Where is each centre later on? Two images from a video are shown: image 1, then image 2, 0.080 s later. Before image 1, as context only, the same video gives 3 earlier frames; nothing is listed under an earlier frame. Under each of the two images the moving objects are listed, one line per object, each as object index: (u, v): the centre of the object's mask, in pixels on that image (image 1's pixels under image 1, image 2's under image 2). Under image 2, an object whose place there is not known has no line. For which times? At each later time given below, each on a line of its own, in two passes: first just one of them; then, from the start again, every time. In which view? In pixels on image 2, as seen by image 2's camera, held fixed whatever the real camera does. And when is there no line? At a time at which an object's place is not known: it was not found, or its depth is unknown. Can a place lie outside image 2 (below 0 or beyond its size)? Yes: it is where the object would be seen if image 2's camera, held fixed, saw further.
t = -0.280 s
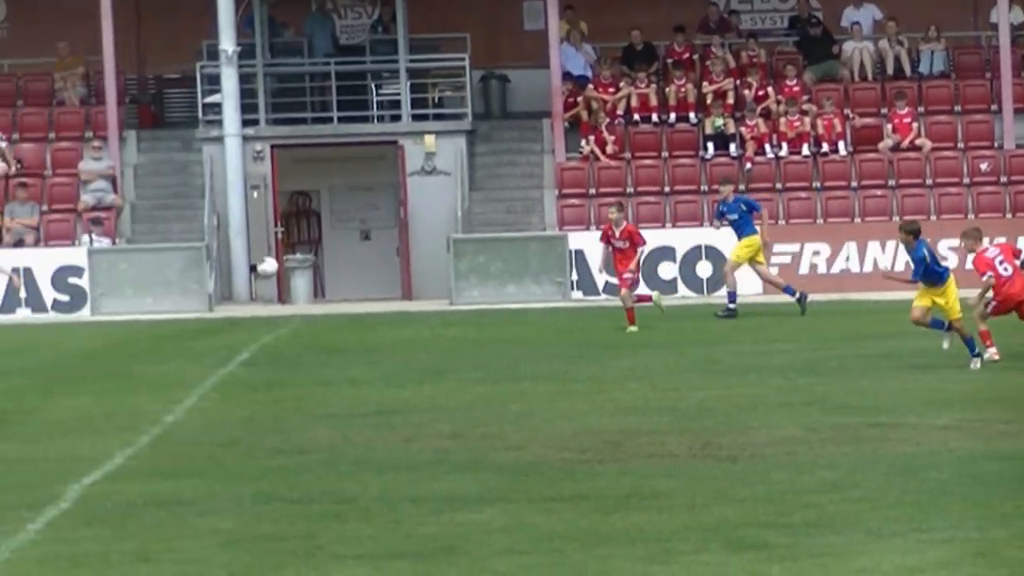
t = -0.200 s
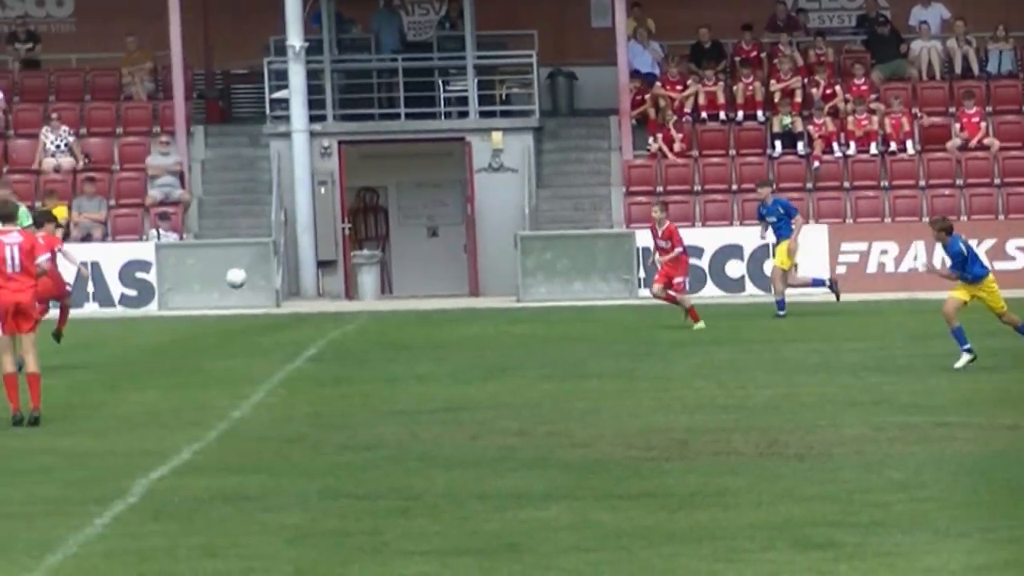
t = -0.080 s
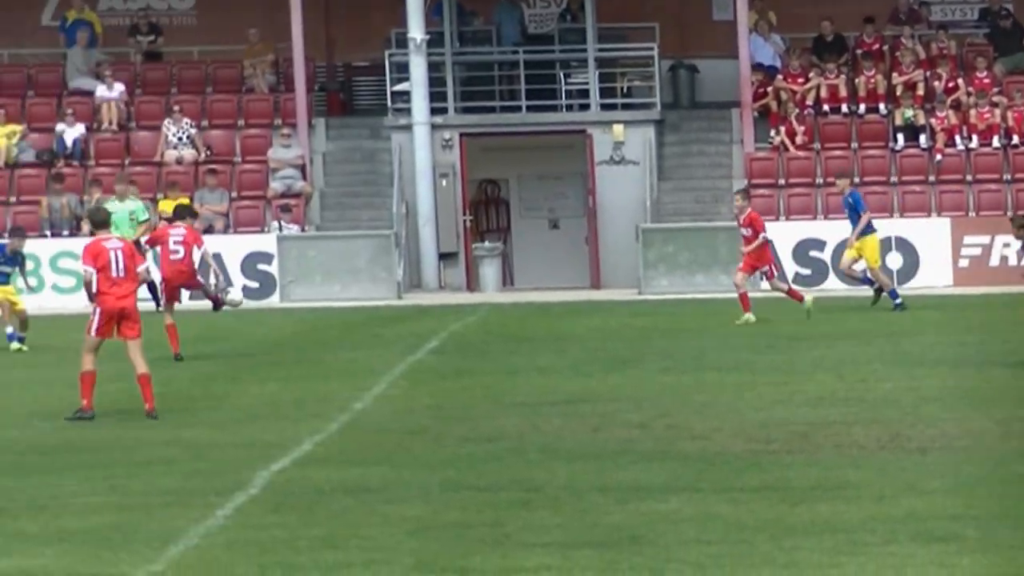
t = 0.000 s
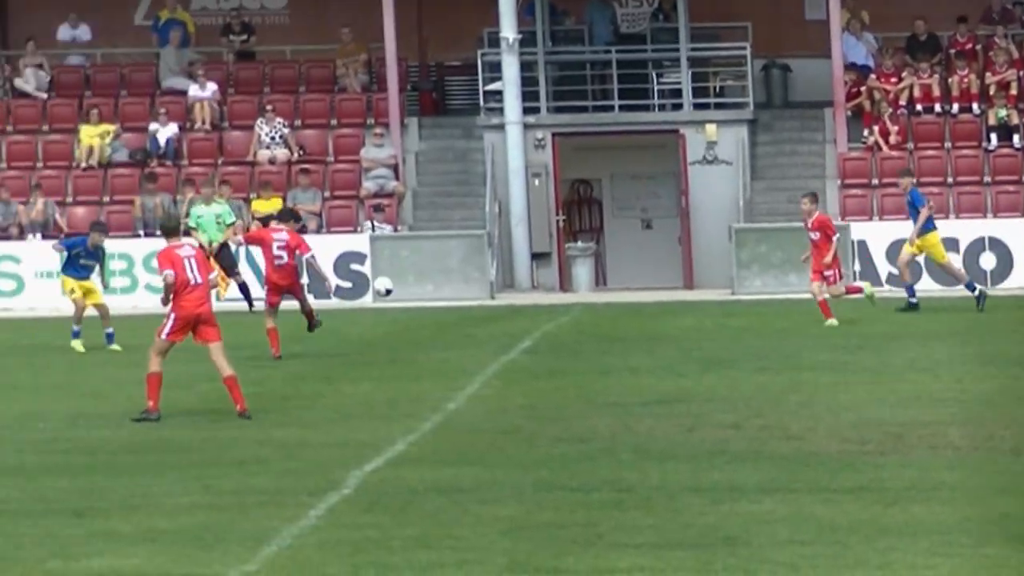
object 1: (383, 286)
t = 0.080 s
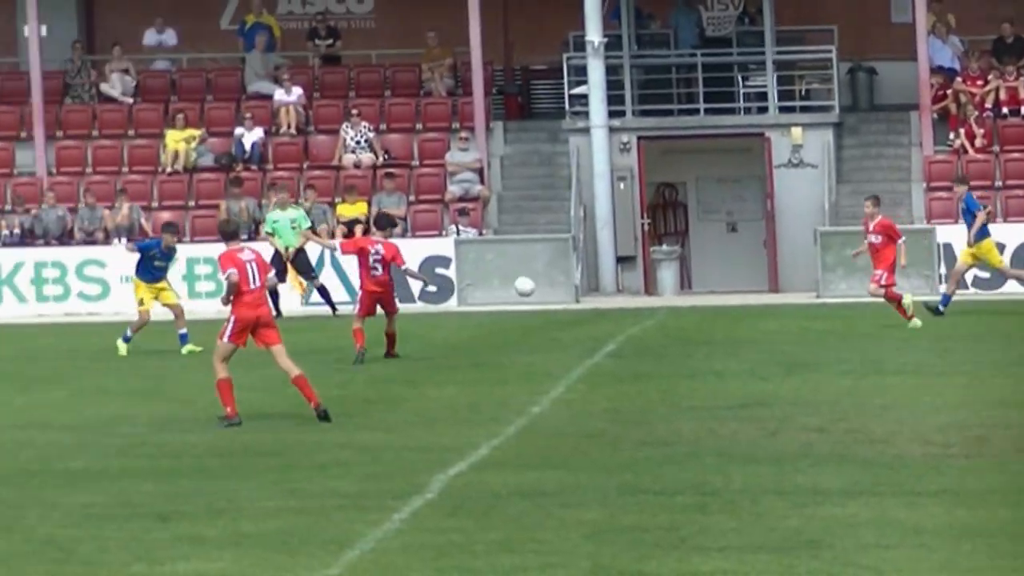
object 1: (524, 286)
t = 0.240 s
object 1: (637, 297)
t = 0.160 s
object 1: (582, 289)
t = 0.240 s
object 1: (637, 297)
